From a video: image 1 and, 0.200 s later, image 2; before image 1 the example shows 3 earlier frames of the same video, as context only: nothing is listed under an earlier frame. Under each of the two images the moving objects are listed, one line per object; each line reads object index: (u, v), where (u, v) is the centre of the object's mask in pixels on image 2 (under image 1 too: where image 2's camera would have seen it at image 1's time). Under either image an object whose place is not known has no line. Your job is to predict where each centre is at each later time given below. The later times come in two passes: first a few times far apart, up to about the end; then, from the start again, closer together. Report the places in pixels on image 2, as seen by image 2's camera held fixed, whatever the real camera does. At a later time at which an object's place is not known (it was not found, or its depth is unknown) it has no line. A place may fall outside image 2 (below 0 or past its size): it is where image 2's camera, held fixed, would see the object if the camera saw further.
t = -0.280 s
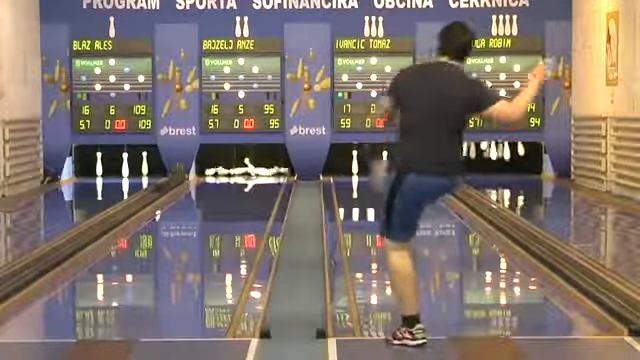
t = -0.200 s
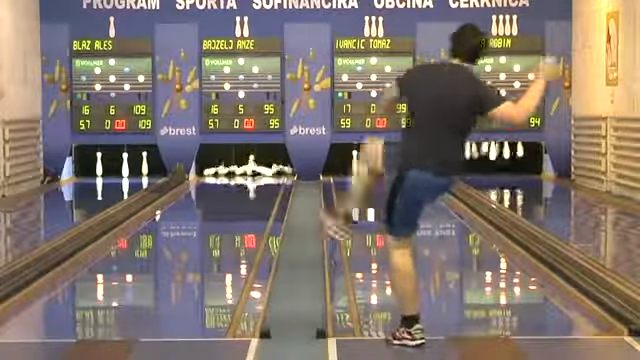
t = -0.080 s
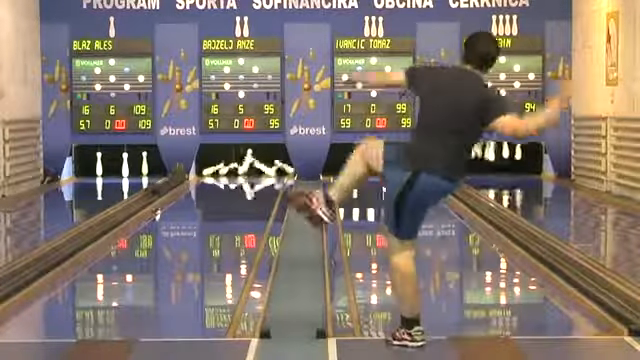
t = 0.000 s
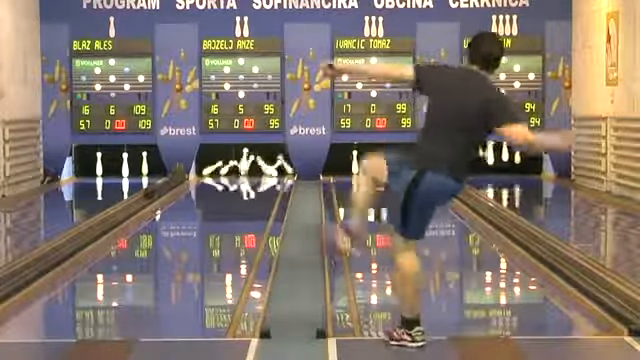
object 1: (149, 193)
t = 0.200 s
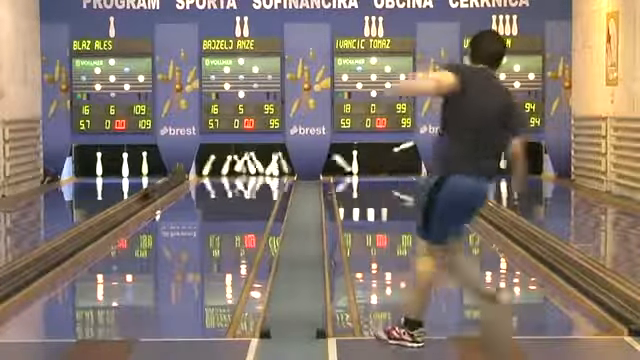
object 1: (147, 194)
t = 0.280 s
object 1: (142, 197)
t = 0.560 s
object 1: (134, 204)
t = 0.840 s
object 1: (125, 209)
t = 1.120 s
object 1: (116, 212)
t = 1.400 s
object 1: (102, 222)
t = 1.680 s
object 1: (94, 226)
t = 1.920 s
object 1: (81, 234)
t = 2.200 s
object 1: (65, 243)
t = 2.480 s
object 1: (47, 253)
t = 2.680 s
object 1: (37, 261)
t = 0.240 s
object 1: (147, 193)
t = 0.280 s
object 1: (142, 197)
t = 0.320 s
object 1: (142, 197)
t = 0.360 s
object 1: (142, 197)
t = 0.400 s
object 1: (139, 199)
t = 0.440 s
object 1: (139, 199)
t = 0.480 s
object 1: (137, 203)
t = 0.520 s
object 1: (137, 203)
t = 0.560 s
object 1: (134, 204)
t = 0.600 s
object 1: (134, 204)
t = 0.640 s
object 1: (133, 204)
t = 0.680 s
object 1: (132, 204)
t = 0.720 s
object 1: (129, 204)
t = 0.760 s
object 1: (126, 208)
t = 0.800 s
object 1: (126, 209)
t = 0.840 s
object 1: (125, 209)
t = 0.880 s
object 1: (125, 209)
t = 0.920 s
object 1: (122, 209)
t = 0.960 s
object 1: (122, 209)
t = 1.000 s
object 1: (119, 211)
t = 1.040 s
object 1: (119, 211)
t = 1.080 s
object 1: (116, 212)
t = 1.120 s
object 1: (116, 212)
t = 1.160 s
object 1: (113, 214)
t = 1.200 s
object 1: (112, 215)
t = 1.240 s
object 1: (111, 216)
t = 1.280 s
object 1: (108, 217)
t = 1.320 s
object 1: (107, 218)
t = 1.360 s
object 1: (107, 218)
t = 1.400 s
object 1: (102, 222)
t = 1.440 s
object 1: (100, 223)
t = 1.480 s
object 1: (99, 223)
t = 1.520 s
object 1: (98, 223)
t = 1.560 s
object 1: (98, 223)
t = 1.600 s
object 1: (98, 223)
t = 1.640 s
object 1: (94, 226)
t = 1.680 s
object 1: (94, 226)
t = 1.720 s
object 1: (90, 228)
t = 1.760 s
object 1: (87, 229)
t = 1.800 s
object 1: (85, 230)
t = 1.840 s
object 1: (84, 232)
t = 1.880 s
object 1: (81, 234)
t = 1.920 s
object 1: (81, 234)
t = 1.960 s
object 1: (77, 235)
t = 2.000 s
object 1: (75, 236)
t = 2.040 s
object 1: (73, 237)
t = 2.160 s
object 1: (67, 242)
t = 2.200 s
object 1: (65, 243)
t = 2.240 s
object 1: (62, 244)
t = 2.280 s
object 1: (58, 246)
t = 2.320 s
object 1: (56, 247)
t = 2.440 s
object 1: (49, 252)
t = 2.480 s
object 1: (47, 253)
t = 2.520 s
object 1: (44, 255)
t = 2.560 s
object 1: (42, 256)
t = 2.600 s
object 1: (40, 258)
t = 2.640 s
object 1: (38, 259)
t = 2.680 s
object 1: (37, 261)
